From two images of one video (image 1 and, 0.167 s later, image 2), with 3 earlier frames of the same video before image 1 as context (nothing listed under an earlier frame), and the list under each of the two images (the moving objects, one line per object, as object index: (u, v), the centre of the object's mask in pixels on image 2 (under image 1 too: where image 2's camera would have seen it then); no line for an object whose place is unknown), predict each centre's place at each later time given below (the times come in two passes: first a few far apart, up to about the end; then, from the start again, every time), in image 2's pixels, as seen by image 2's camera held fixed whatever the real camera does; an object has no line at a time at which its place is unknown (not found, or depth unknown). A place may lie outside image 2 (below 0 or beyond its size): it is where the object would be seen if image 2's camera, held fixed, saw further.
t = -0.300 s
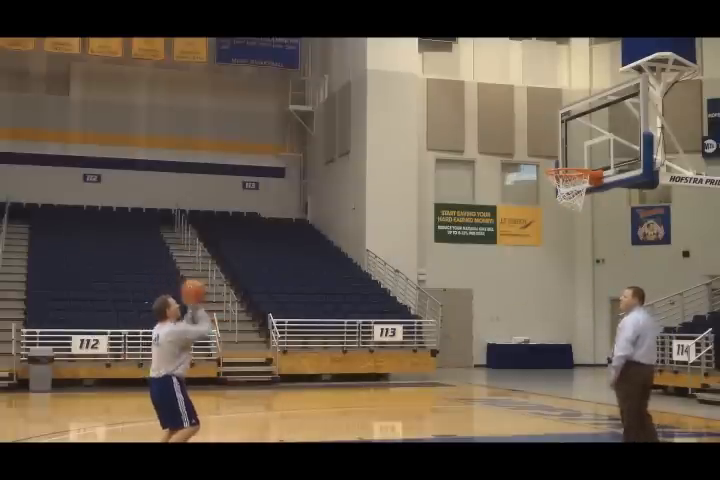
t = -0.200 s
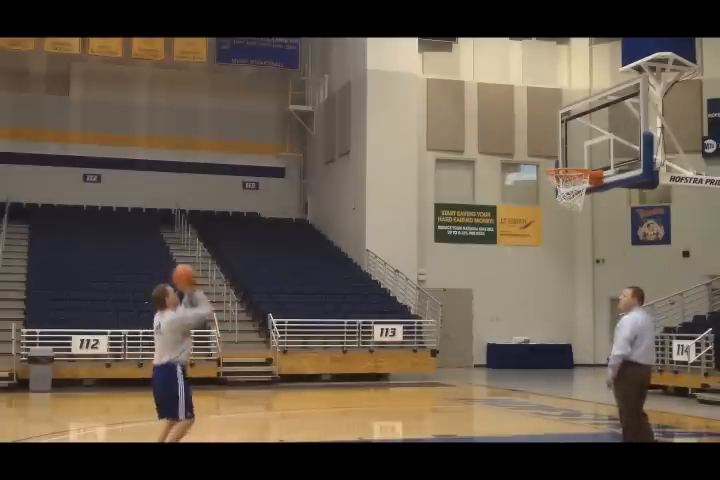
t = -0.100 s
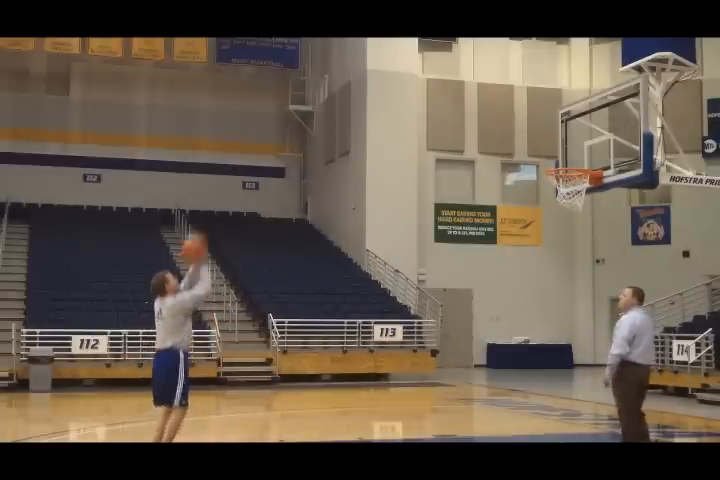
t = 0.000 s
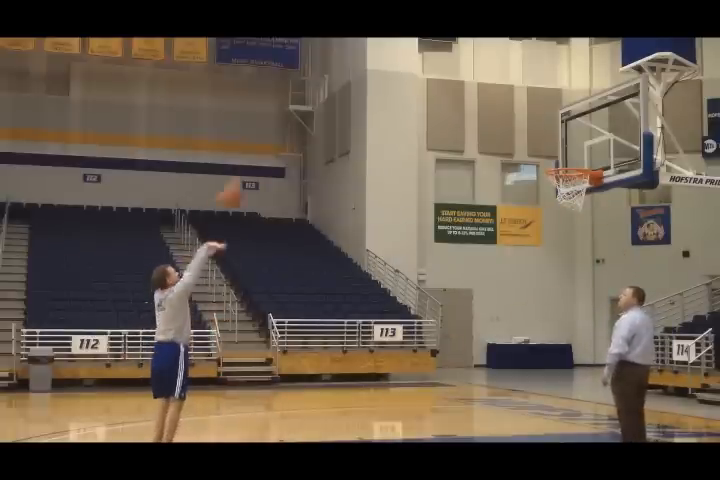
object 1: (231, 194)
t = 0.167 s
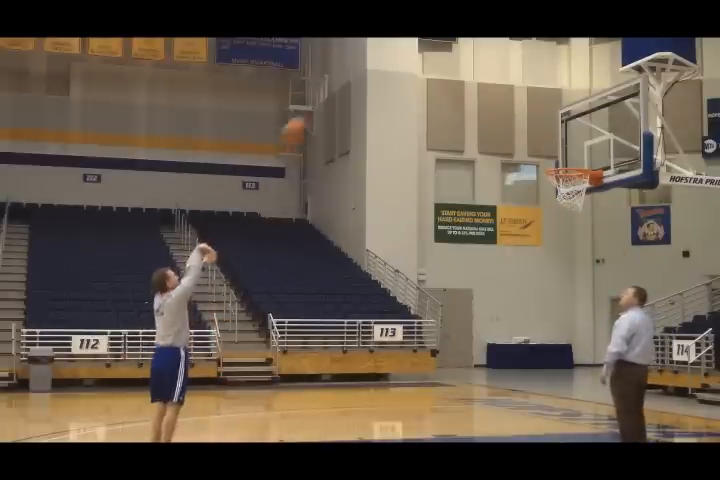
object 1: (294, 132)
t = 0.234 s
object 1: (321, 112)
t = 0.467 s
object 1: (404, 82)
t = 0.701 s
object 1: (483, 98)
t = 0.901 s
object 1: (546, 149)
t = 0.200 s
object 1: (308, 121)
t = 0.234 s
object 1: (321, 112)
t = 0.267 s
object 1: (332, 102)
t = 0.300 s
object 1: (343, 98)
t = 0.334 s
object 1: (356, 91)
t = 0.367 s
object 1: (369, 88)
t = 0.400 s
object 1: (380, 86)
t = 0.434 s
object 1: (393, 83)
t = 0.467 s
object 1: (404, 82)
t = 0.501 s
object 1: (414, 81)
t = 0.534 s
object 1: (426, 82)
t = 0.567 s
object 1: (439, 84)
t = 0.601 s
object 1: (449, 85)
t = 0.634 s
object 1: (459, 89)
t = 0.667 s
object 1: (473, 94)
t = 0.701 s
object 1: (483, 98)
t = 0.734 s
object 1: (493, 103)
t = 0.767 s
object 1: (504, 109)
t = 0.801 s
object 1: (515, 120)
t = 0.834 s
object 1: (526, 129)
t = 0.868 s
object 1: (535, 139)
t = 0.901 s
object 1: (546, 149)
